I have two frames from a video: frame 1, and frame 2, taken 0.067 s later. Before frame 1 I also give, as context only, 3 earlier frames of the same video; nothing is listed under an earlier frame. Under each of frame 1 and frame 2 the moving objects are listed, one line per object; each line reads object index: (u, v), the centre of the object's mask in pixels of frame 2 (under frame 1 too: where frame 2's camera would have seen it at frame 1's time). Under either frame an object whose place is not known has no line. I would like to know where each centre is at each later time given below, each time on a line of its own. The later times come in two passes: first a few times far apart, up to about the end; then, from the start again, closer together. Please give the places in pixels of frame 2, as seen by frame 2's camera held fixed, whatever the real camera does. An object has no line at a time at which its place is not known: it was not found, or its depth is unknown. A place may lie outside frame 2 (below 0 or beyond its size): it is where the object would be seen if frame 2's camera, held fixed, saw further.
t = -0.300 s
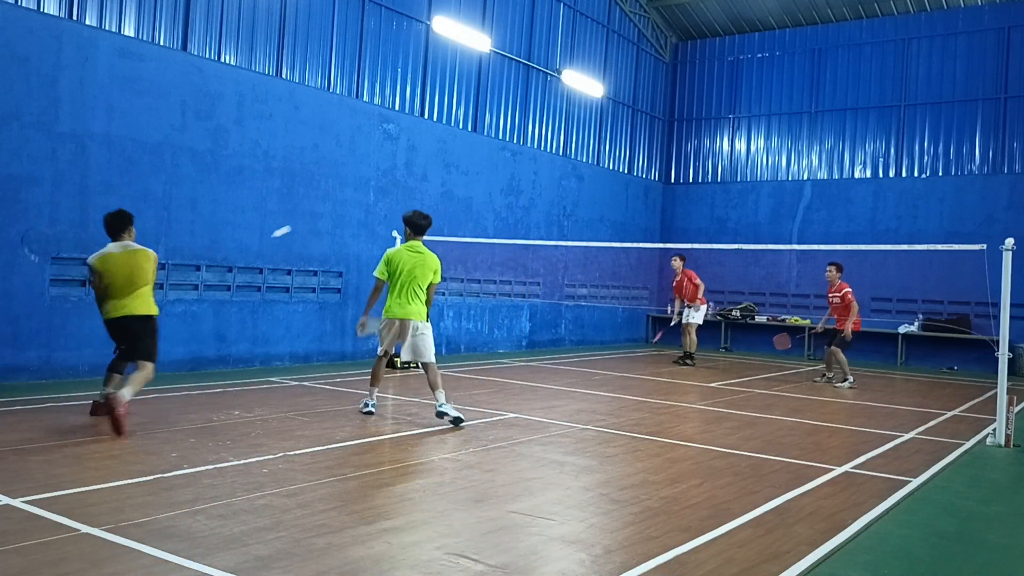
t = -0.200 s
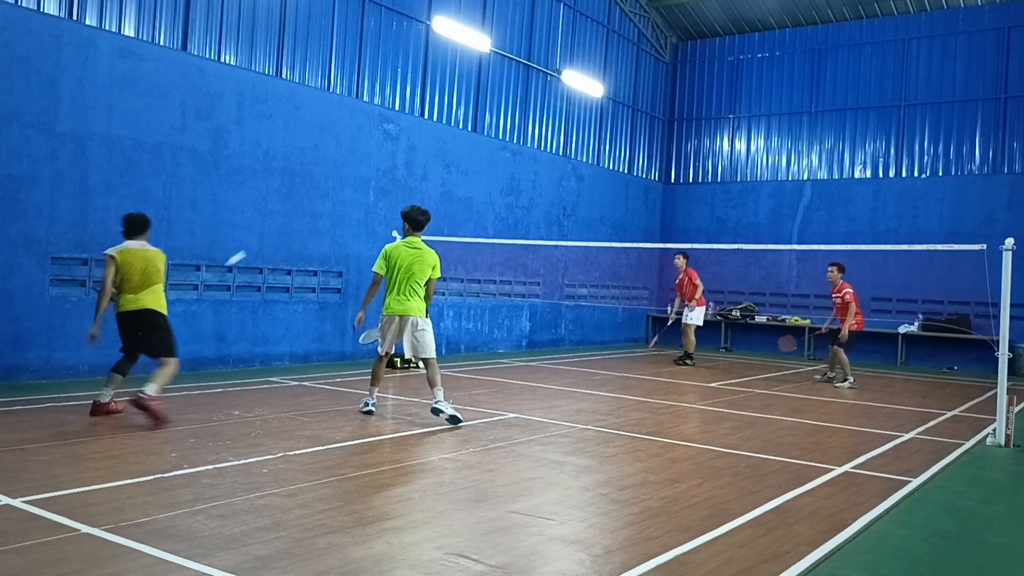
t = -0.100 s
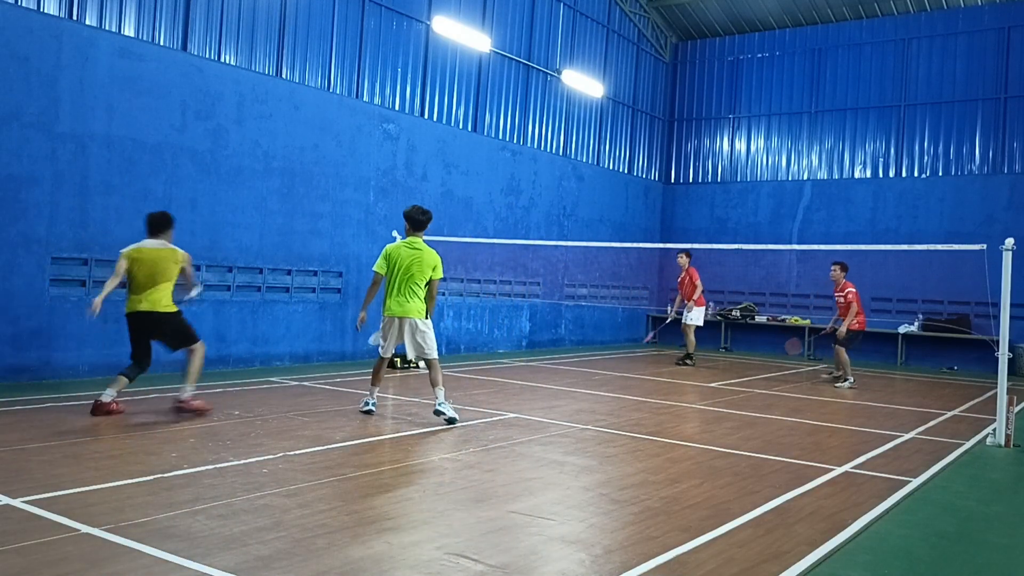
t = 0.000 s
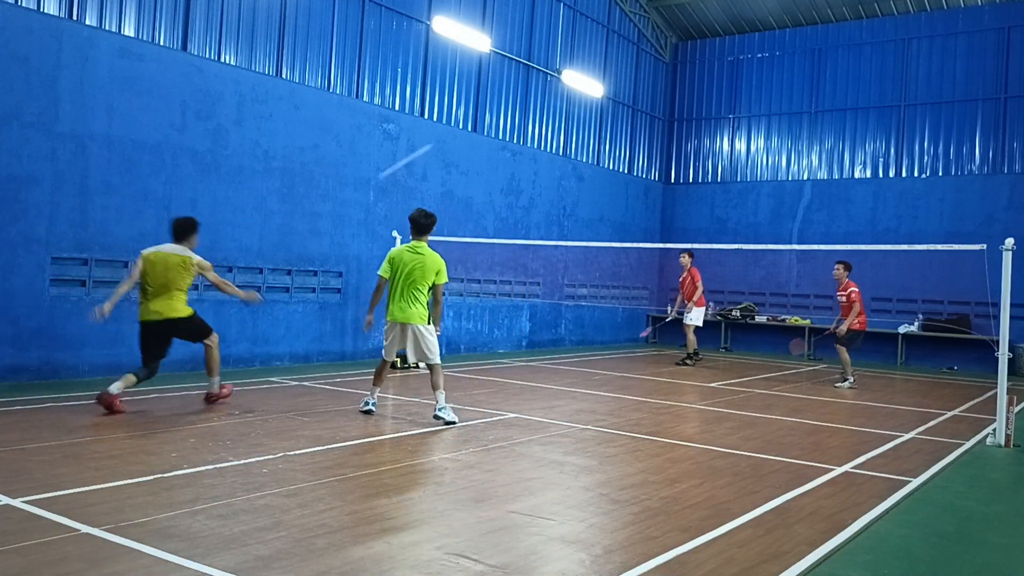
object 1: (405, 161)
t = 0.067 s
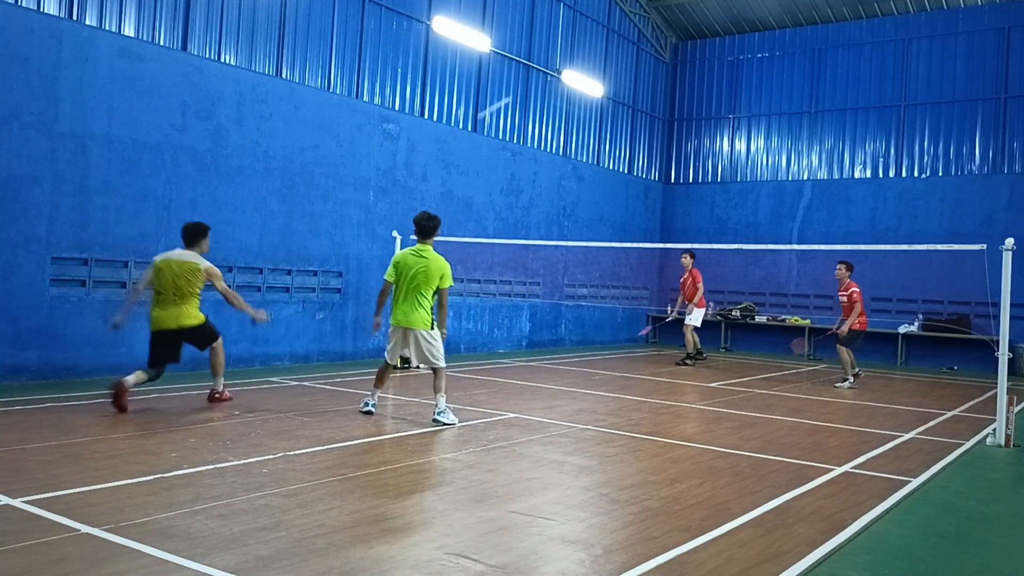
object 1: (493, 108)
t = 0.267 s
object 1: (629, 41)
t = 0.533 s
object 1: (715, 33)
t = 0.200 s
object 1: (595, 54)
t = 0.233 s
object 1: (613, 47)
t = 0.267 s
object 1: (629, 41)
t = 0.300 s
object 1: (643, 37)
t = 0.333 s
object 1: (656, 34)
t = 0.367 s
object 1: (667, 32)
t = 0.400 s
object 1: (678, 30)
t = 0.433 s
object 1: (688, 30)
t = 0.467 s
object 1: (698, 30)
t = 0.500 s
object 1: (706, 31)
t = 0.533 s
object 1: (715, 33)
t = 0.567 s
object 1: (722, 35)
